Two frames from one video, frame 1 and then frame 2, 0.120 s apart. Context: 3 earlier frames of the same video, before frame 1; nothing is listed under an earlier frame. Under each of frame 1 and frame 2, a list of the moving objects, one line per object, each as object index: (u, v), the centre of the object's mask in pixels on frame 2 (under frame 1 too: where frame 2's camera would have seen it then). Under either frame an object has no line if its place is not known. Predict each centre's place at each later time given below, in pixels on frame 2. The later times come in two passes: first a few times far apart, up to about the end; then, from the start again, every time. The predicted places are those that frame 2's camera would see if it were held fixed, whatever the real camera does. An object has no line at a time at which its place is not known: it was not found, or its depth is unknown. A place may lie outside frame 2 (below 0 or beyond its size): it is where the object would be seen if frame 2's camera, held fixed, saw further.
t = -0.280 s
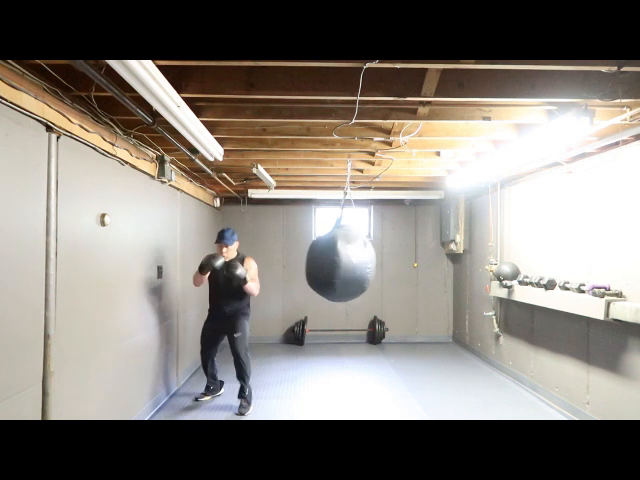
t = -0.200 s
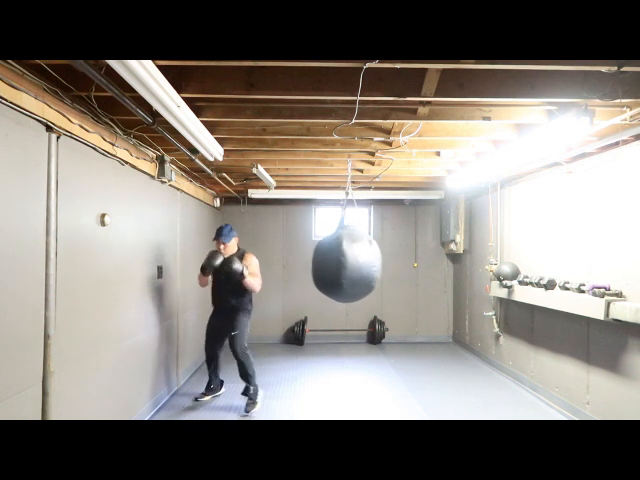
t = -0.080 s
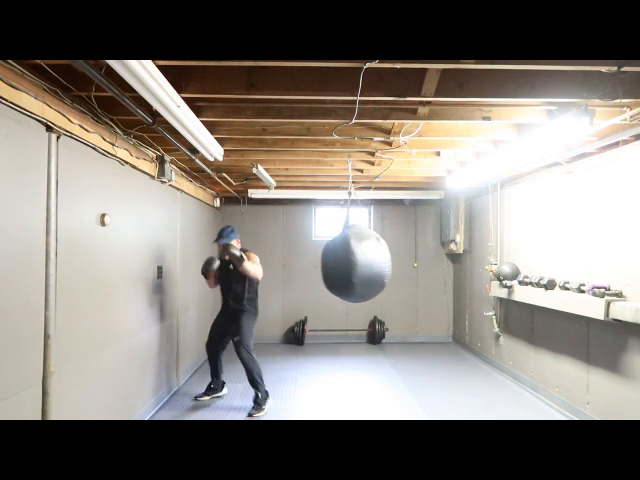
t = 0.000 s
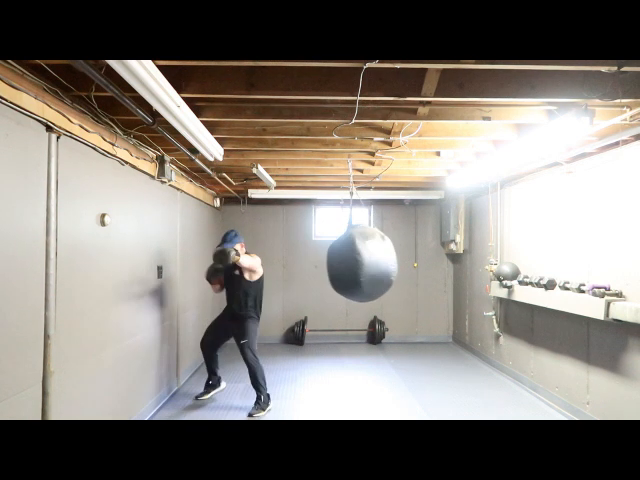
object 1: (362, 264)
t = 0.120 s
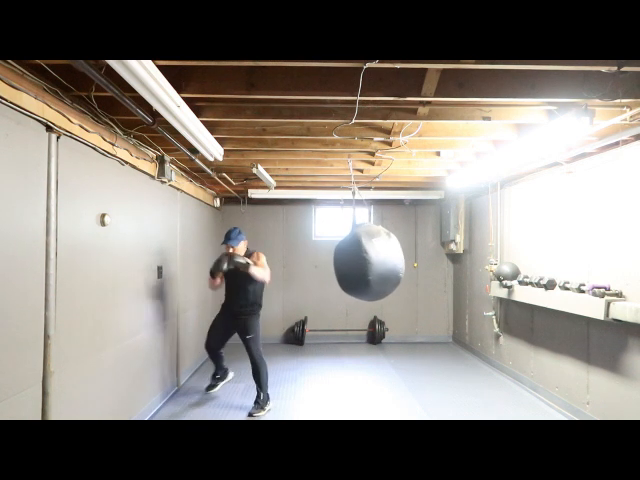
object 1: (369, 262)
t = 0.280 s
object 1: (373, 262)
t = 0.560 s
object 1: (367, 263)
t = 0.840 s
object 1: (348, 264)
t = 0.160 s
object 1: (370, 262)
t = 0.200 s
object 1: (372, 262)
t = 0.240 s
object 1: (373, 262)
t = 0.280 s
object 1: (373, 262)
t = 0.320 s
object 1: (374, 262)
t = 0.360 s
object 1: (373, 262)
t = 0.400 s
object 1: (373, 262)
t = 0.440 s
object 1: (372, 262)
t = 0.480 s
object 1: (371, 262)
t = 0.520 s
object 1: (369, 262)
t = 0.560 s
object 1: (367, 263)
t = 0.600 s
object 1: (365, 263)
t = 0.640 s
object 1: (363, 264)
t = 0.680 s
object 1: (360, 264)
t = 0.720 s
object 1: (357, 264)
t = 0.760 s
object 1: (354, 264)
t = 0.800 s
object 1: (351, 265)
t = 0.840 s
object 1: (348, 264)
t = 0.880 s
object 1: (345, 264)
